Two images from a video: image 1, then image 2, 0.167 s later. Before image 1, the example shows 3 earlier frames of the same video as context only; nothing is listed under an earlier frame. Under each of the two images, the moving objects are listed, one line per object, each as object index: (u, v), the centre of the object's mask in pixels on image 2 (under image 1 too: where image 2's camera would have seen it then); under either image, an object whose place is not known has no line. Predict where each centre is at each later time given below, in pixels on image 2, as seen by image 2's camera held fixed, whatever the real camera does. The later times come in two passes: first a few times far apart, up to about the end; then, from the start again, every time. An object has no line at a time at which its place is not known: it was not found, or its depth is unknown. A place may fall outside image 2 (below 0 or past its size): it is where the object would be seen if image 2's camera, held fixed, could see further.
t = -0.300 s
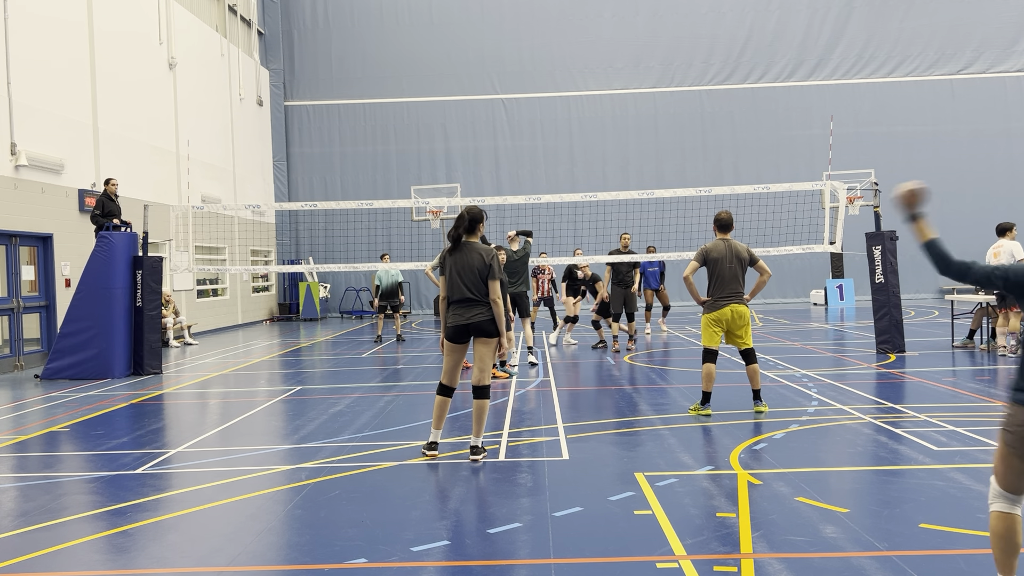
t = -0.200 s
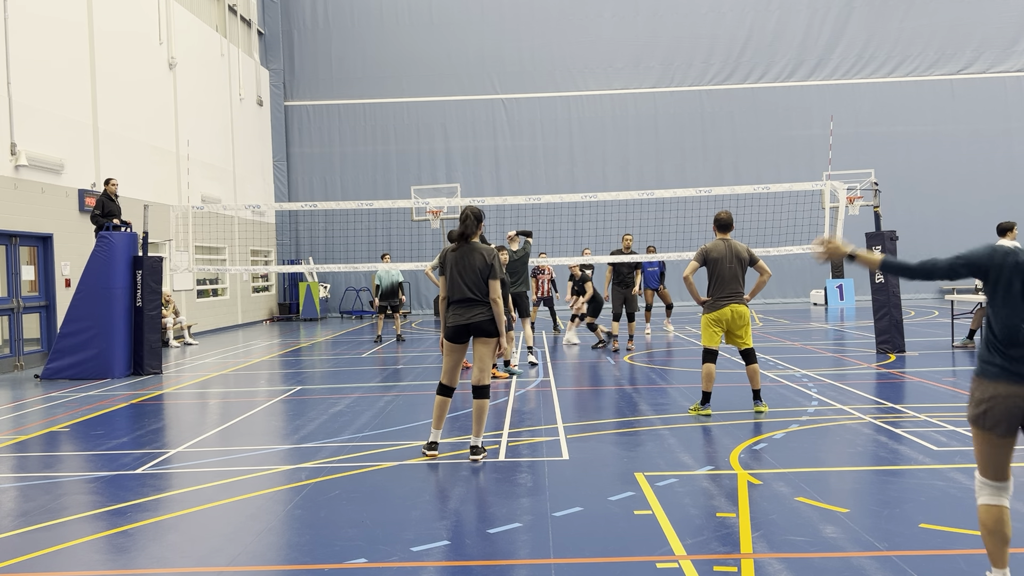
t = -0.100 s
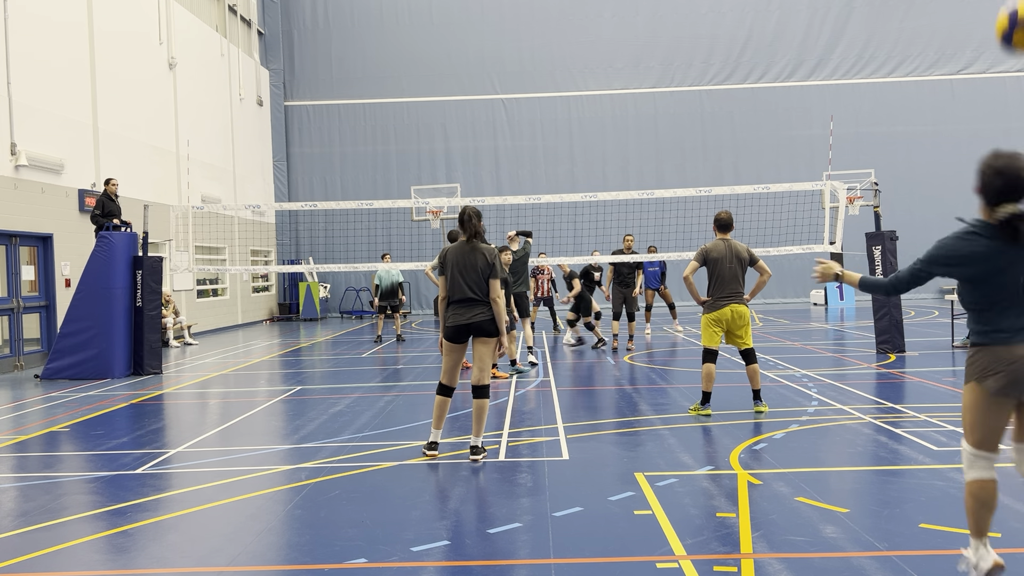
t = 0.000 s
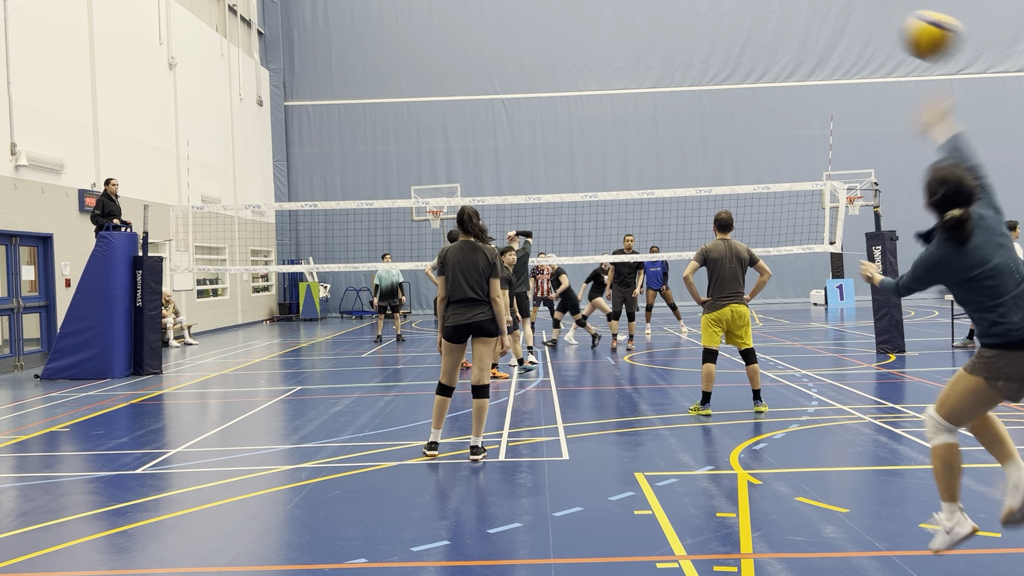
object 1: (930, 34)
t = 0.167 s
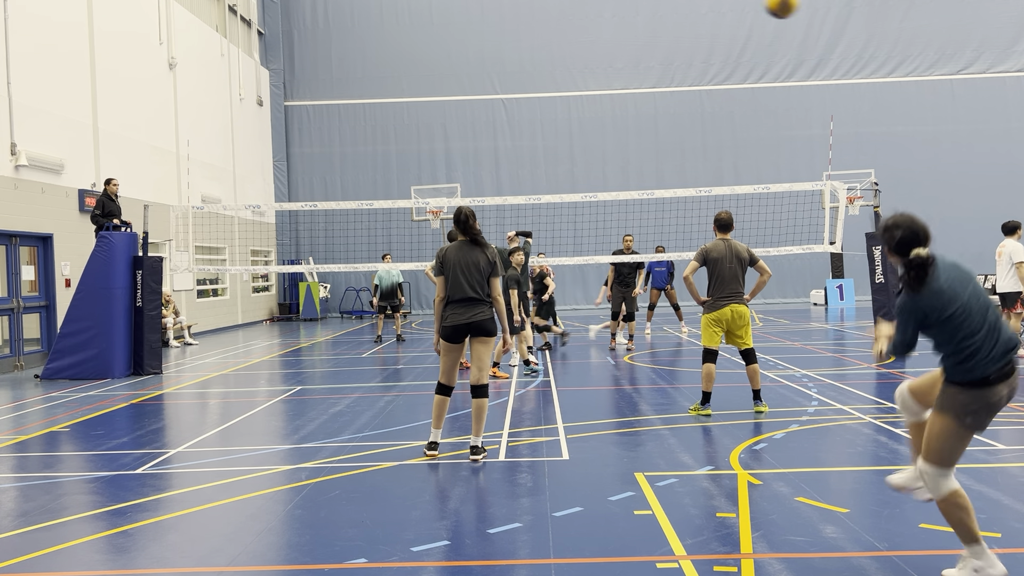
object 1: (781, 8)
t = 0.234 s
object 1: (747, 8)
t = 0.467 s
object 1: (674, 44)
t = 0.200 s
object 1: (763, 8)
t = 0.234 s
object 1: (747, 8)
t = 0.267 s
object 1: (733, 10)
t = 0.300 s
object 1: (720, 12)
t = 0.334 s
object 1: (709, 17)
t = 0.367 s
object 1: (699, 23)
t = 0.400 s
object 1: (690, 30)
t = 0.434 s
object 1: (682, 37)
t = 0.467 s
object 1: (674, 44)
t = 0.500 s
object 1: (667, 52)
